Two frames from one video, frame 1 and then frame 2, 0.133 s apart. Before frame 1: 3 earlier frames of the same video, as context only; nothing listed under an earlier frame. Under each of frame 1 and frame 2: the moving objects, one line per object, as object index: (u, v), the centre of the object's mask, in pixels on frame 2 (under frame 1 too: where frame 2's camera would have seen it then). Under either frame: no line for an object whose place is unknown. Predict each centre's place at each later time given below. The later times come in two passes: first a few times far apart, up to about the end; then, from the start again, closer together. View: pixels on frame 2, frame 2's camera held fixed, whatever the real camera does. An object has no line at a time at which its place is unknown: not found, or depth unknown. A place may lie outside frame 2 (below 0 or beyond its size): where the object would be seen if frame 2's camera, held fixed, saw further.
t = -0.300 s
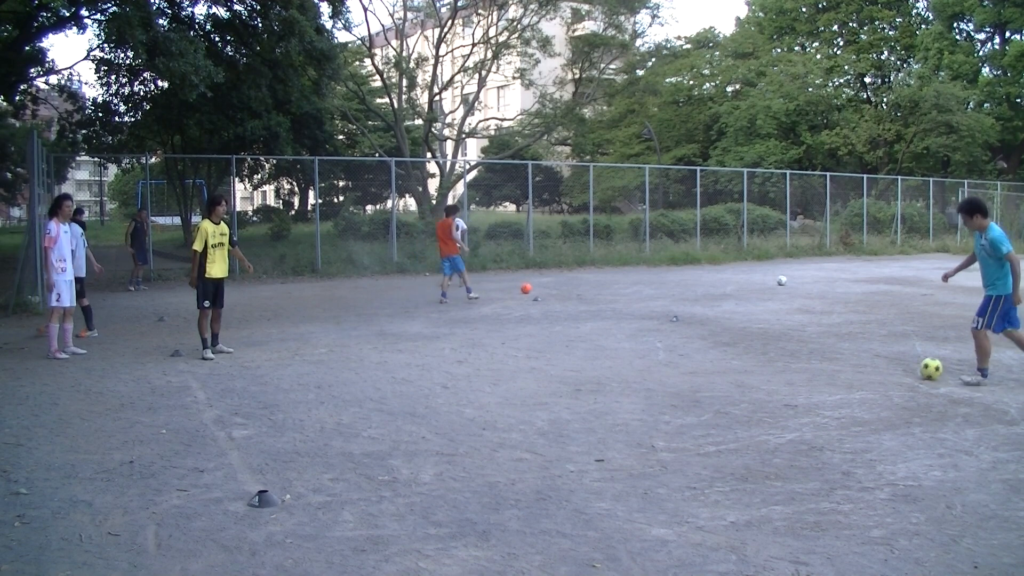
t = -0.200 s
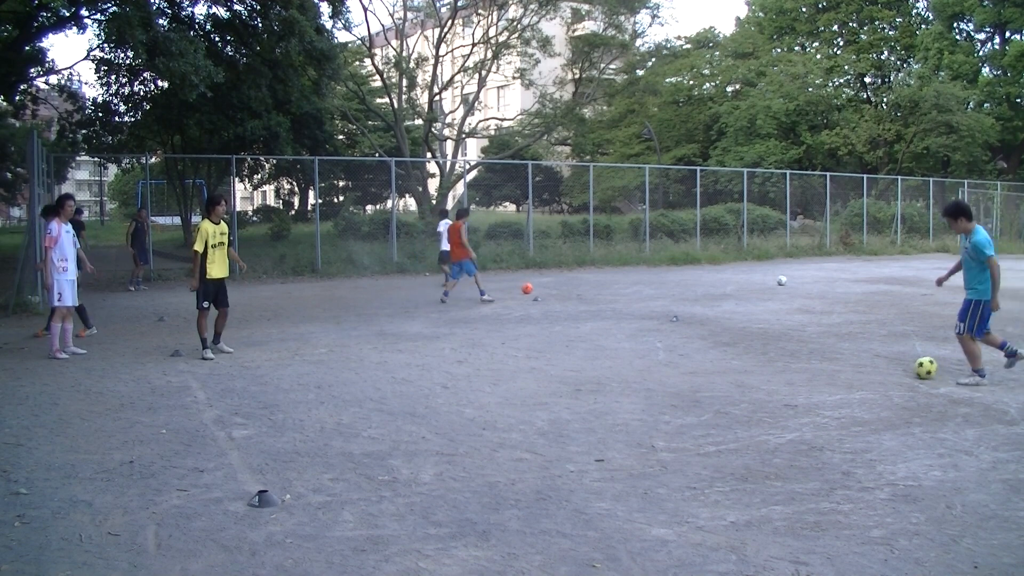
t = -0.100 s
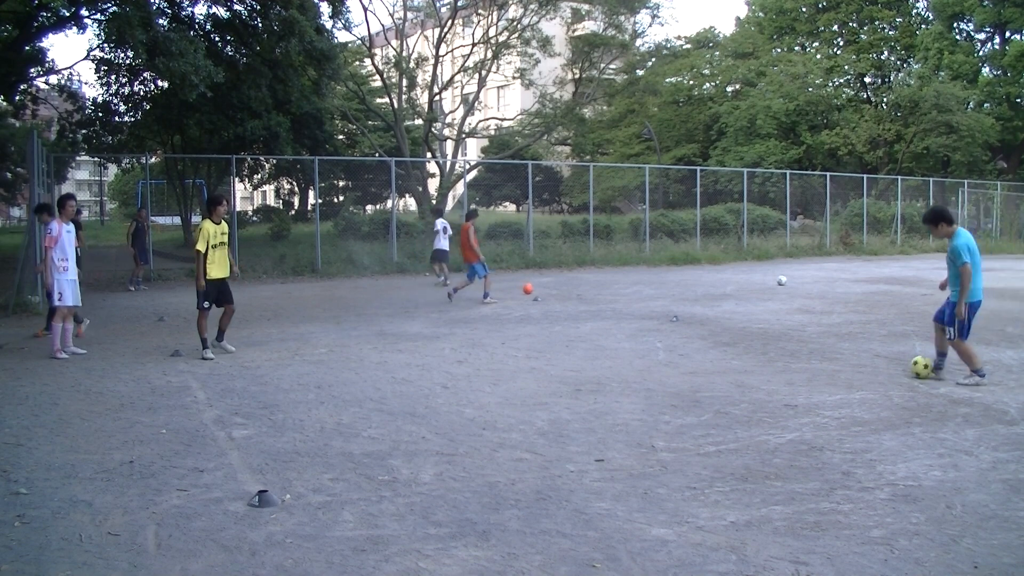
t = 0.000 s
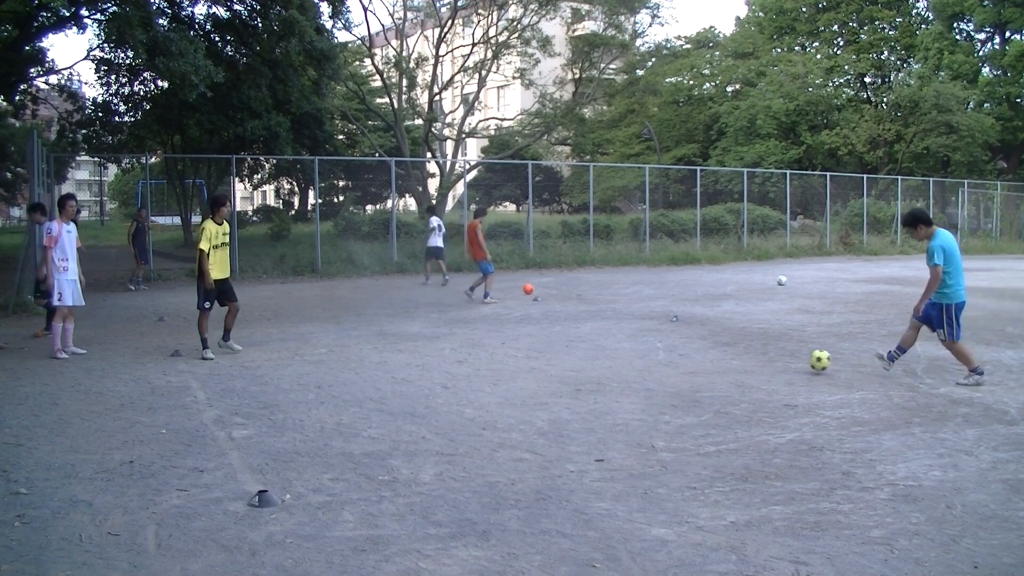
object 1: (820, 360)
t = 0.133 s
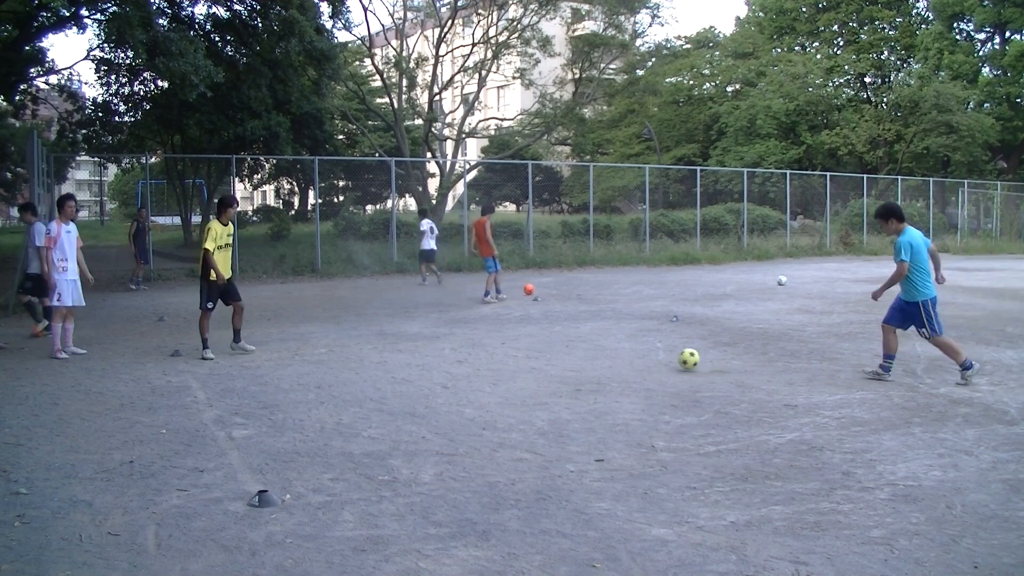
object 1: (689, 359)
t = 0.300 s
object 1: (552, 356)
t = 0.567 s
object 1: (390, 351)
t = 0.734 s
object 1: (314, 348)
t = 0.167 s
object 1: (660, 357)
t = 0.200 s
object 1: (631, 357)
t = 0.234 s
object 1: (602, 358)
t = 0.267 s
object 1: (577, 357)
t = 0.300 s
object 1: (552, 356)
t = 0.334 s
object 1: (529, 356)
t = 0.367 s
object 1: (506, 355)
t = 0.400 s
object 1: (485, 353)
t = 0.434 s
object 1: (464, 354)
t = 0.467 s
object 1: (444, 354)
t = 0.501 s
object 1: (426, 353)
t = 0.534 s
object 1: (407, 352)
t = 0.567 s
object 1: (390, 351)
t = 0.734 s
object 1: (314, 348)
